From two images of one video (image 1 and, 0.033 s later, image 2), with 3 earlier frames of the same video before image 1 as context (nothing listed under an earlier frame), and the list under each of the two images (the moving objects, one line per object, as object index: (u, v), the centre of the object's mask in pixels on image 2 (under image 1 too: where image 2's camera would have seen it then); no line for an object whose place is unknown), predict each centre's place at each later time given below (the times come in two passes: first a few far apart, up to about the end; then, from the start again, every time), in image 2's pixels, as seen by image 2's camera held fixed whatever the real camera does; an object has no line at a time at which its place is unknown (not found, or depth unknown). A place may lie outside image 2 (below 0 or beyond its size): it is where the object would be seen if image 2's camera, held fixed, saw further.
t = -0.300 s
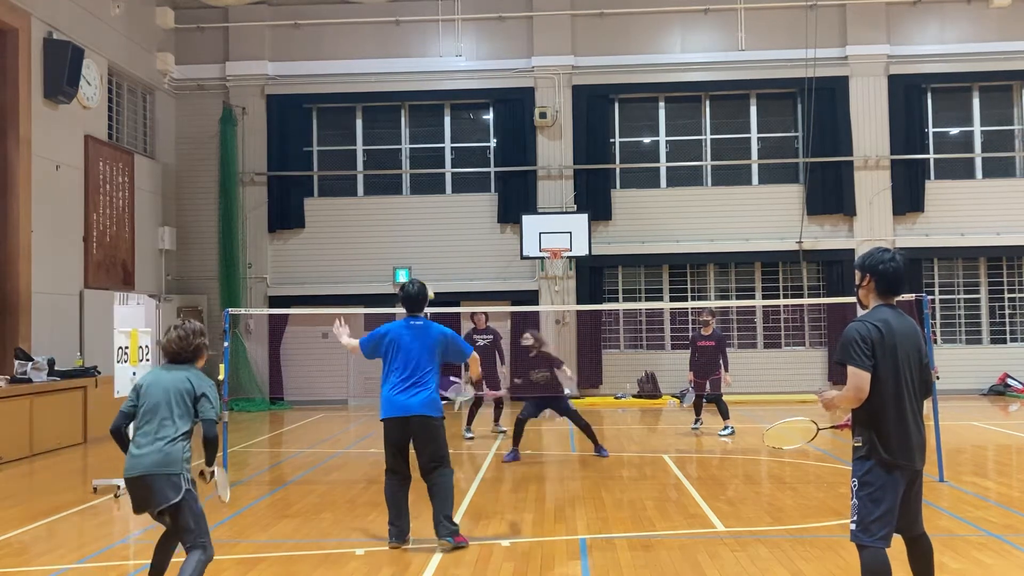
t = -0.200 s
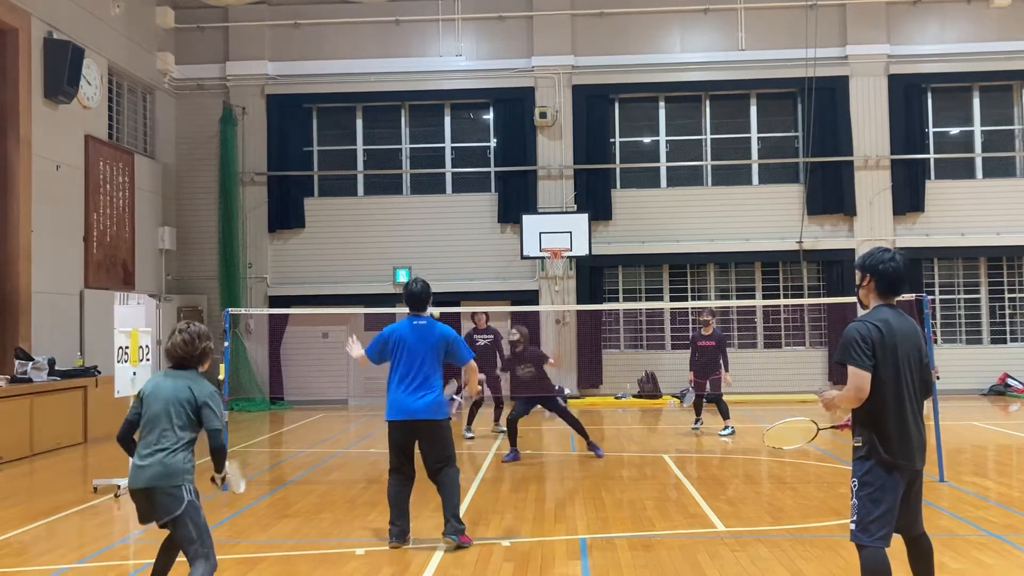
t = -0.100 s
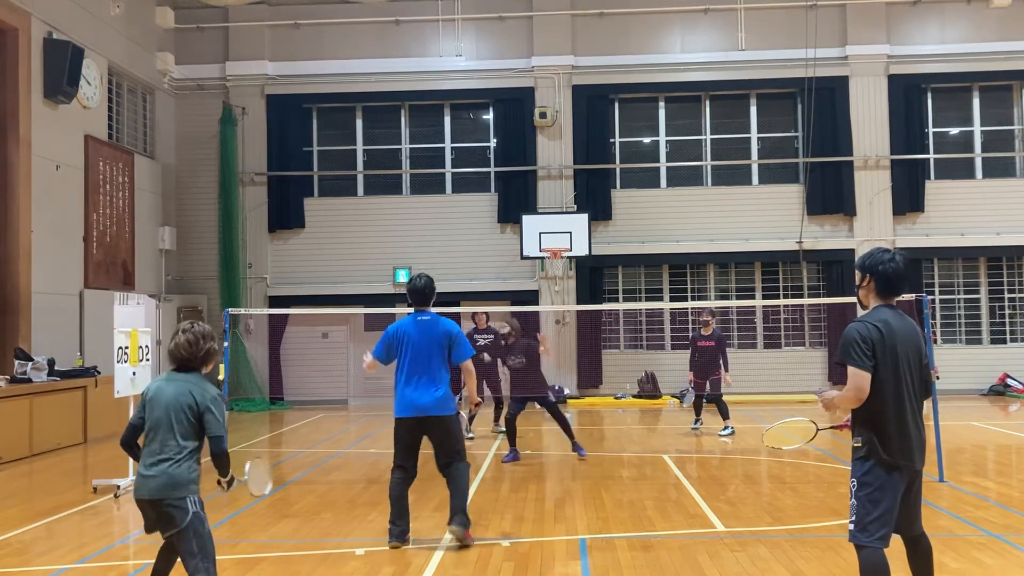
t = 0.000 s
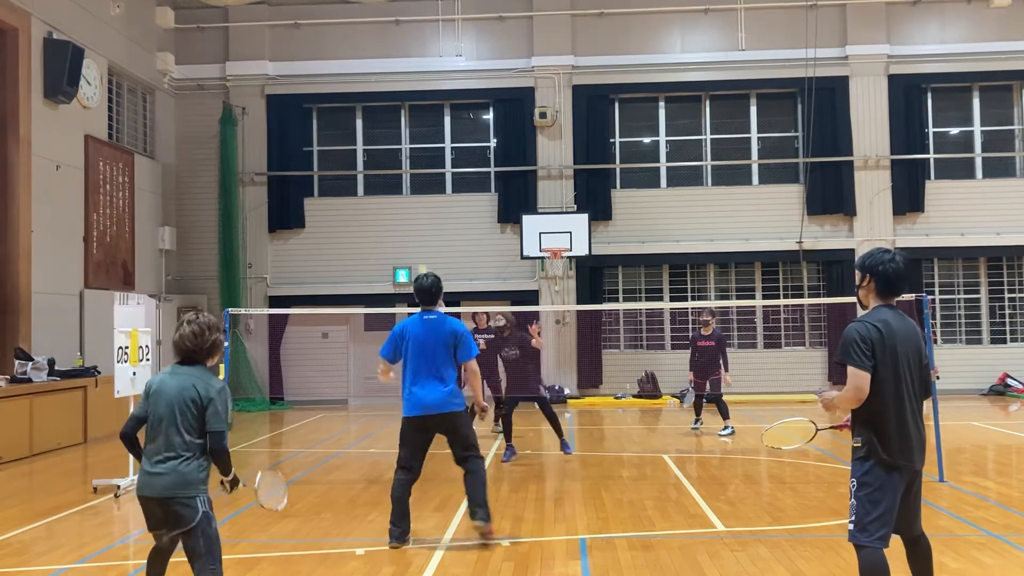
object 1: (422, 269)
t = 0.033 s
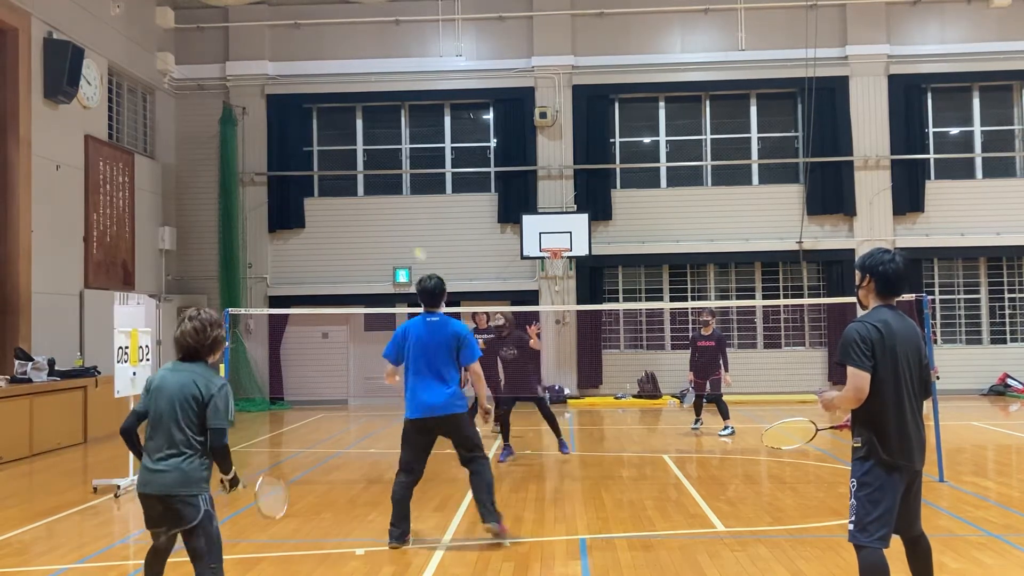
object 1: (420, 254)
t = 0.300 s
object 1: (386, 164)
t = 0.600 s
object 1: (356, 157)
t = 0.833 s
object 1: (335, 222)
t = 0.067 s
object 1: (415, 237)
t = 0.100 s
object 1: (411, 224)
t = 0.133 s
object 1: (407, 211)
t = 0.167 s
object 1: (402, 199)
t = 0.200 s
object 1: (398, 189)
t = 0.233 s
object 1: (394, 180)
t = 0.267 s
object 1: (390, 172)
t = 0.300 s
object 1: (386, 164)
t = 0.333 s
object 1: (382, 159)
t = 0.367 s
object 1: (378, 153)
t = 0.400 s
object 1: (374, 150)
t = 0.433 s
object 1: (371, 148)
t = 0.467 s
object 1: (368, 146)
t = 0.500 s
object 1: (365, 147)
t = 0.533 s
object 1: (362, 149)
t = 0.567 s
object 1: (359, 153)
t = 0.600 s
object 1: (356, 157)
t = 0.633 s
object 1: (354, 162)
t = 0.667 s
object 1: (350, 170)
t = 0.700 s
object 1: (348, 178)
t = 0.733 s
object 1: (345, 187)
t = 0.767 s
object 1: (342, 198)
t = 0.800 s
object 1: (338, 210)
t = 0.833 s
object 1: (335, 222)
